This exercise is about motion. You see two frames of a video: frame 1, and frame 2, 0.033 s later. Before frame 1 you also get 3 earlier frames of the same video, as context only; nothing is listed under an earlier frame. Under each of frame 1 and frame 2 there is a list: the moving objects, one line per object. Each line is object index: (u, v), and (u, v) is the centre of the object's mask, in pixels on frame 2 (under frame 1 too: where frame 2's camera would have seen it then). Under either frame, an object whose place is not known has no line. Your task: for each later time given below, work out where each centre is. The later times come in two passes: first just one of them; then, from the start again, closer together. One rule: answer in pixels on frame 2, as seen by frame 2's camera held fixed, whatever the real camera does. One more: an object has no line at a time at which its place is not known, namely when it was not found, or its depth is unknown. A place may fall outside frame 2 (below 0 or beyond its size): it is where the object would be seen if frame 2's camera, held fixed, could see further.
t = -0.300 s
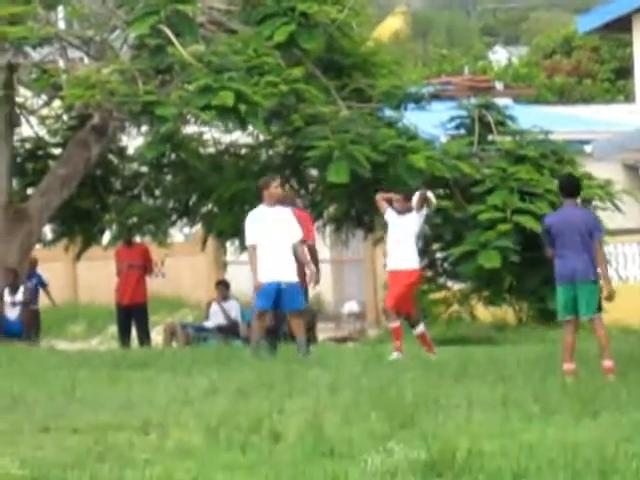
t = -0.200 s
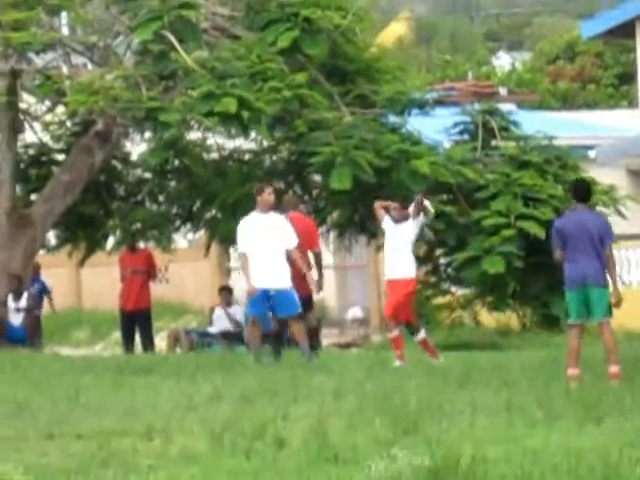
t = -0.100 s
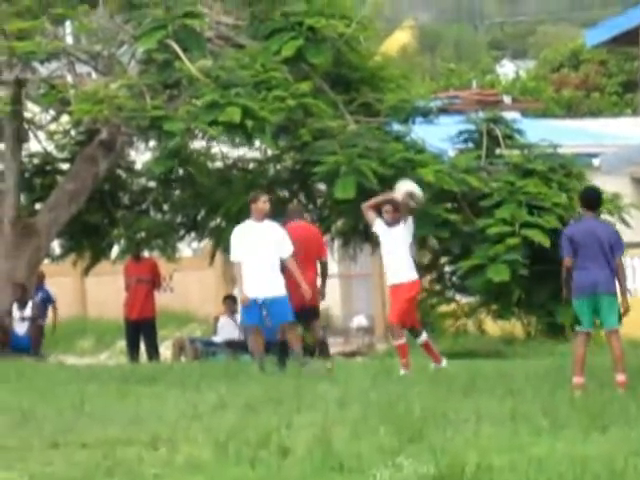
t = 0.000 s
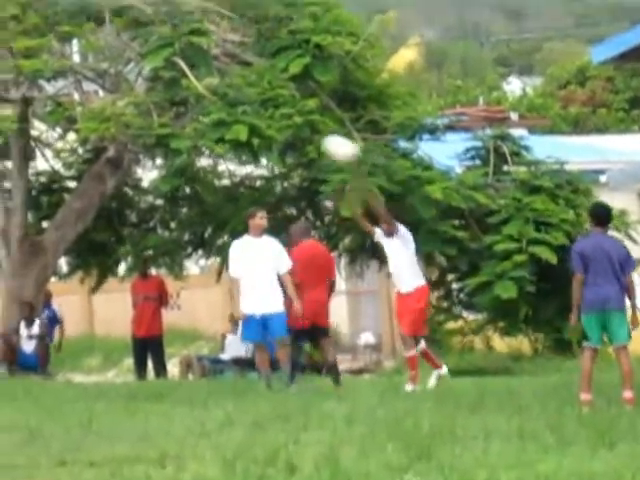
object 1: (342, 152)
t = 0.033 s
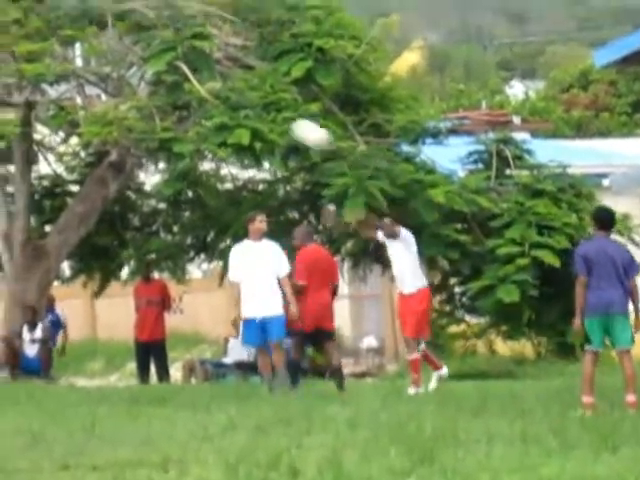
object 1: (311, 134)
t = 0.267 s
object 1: (77, 33)
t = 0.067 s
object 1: (278, 116)
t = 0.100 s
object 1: (244, 100)
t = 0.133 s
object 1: (212, 84)
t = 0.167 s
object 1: (177, 71)
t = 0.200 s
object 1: (143, 55)
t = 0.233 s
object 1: (110, 44)
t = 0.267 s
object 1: (77, 33)
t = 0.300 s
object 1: (42, 24)
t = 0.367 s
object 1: (-29, 6)
